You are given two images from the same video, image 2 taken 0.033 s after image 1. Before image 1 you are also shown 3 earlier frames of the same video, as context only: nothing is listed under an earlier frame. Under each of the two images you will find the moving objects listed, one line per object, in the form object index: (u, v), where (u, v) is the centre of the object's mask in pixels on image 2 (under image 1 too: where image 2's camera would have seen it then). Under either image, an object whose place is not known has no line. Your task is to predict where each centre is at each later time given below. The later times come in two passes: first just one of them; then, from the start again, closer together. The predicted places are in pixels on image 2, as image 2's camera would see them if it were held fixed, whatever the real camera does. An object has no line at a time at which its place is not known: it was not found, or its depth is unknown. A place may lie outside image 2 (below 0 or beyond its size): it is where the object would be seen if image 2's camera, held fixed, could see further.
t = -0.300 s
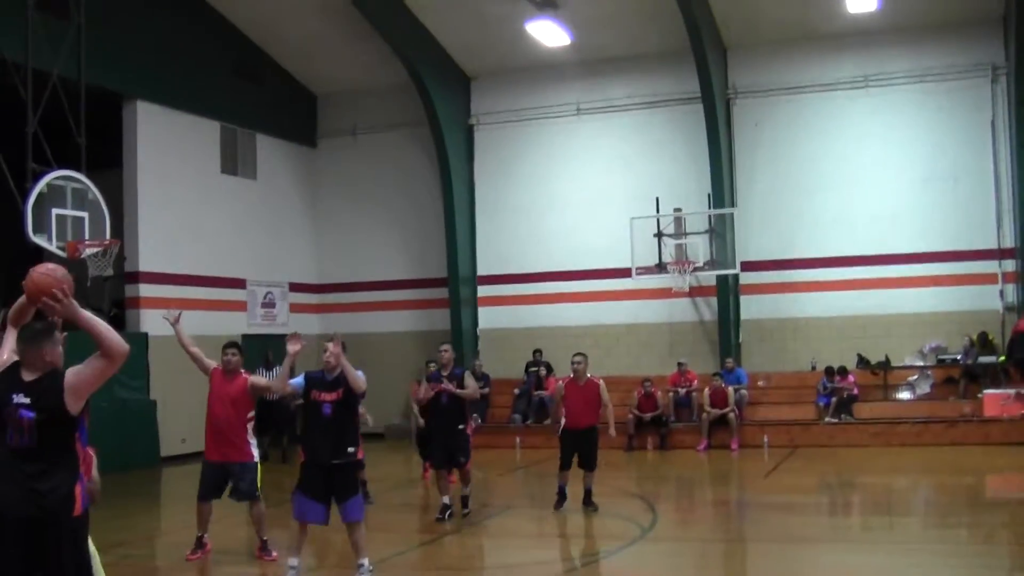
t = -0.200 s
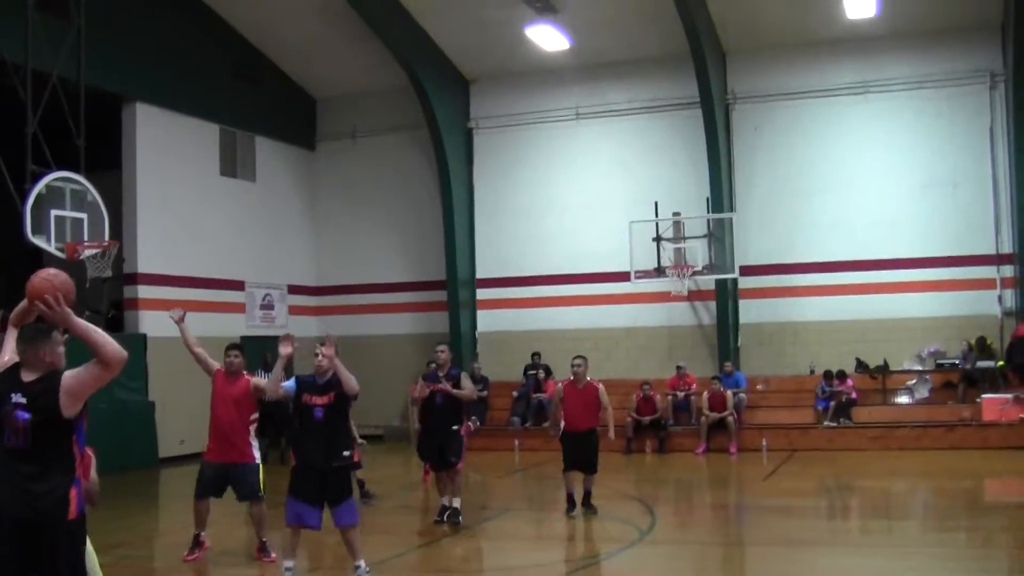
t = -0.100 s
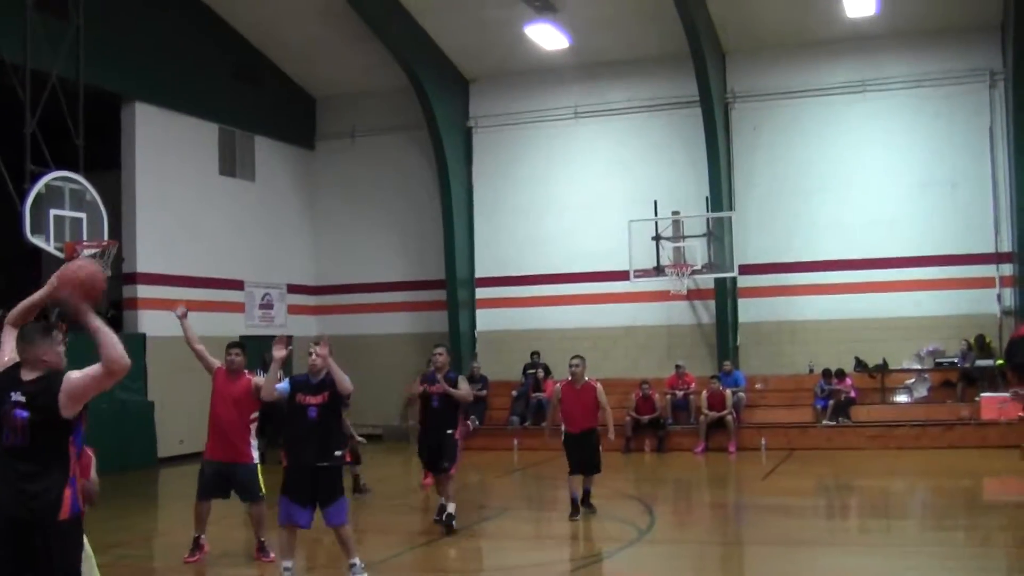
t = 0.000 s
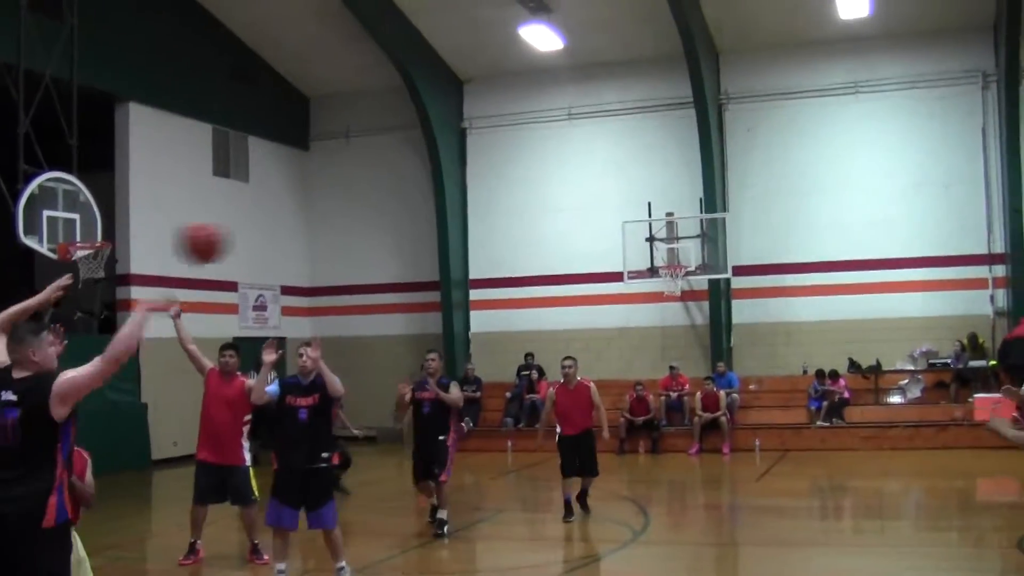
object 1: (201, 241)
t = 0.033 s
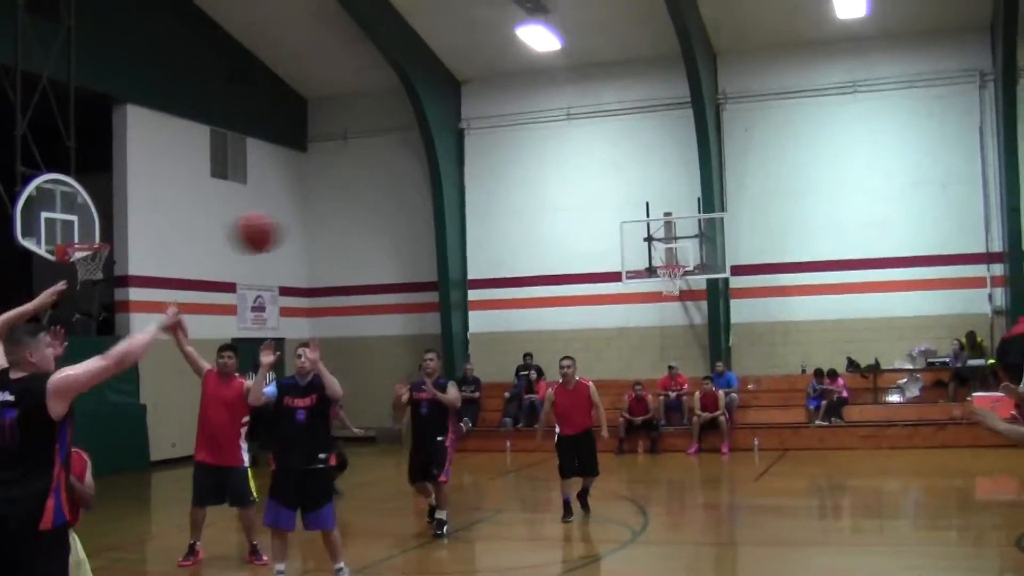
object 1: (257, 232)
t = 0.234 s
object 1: (555, 211)
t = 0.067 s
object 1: (312, 222)
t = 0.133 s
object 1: (415, 210)
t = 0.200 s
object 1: (509, 210)
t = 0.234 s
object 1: (555, 211)
